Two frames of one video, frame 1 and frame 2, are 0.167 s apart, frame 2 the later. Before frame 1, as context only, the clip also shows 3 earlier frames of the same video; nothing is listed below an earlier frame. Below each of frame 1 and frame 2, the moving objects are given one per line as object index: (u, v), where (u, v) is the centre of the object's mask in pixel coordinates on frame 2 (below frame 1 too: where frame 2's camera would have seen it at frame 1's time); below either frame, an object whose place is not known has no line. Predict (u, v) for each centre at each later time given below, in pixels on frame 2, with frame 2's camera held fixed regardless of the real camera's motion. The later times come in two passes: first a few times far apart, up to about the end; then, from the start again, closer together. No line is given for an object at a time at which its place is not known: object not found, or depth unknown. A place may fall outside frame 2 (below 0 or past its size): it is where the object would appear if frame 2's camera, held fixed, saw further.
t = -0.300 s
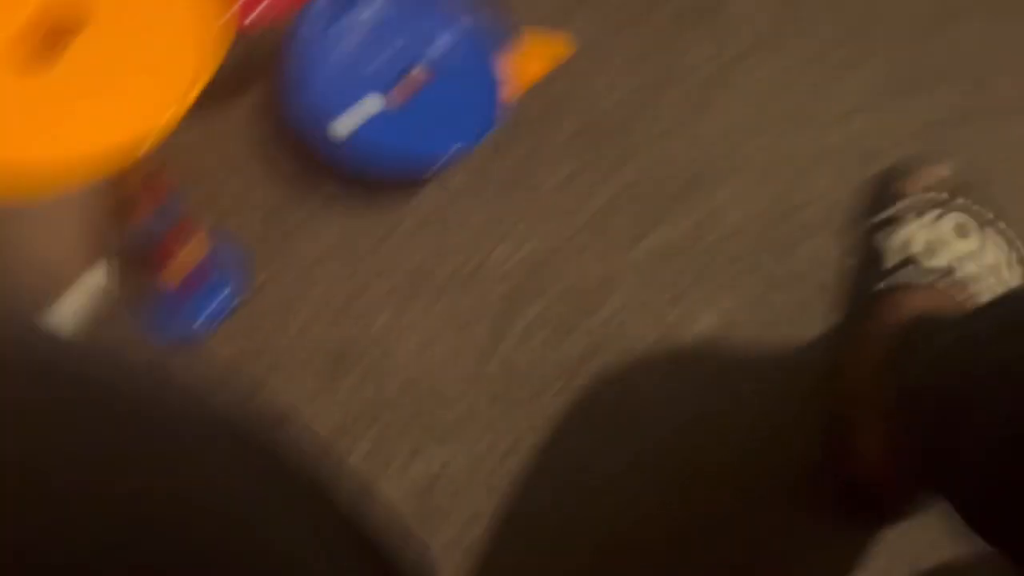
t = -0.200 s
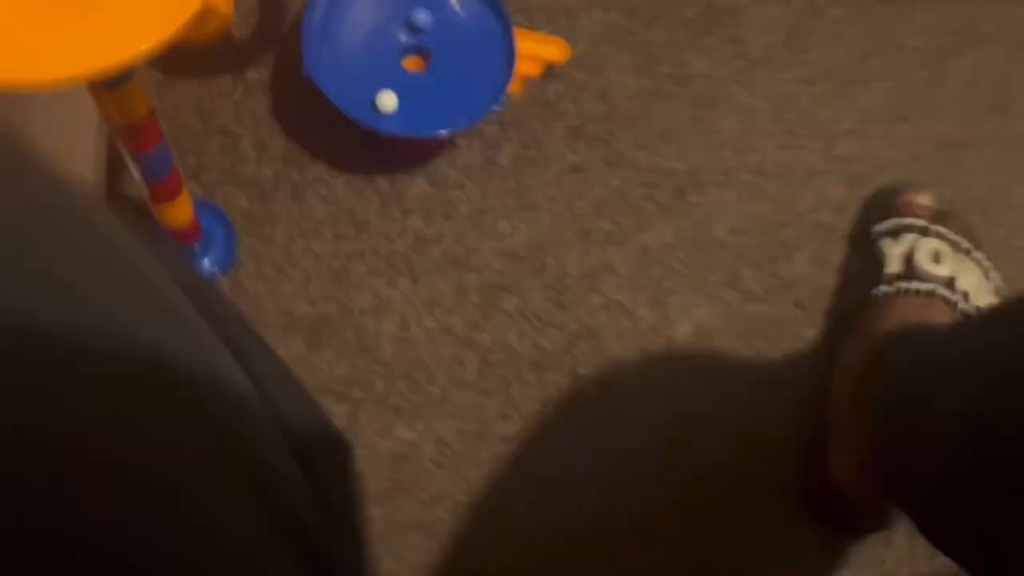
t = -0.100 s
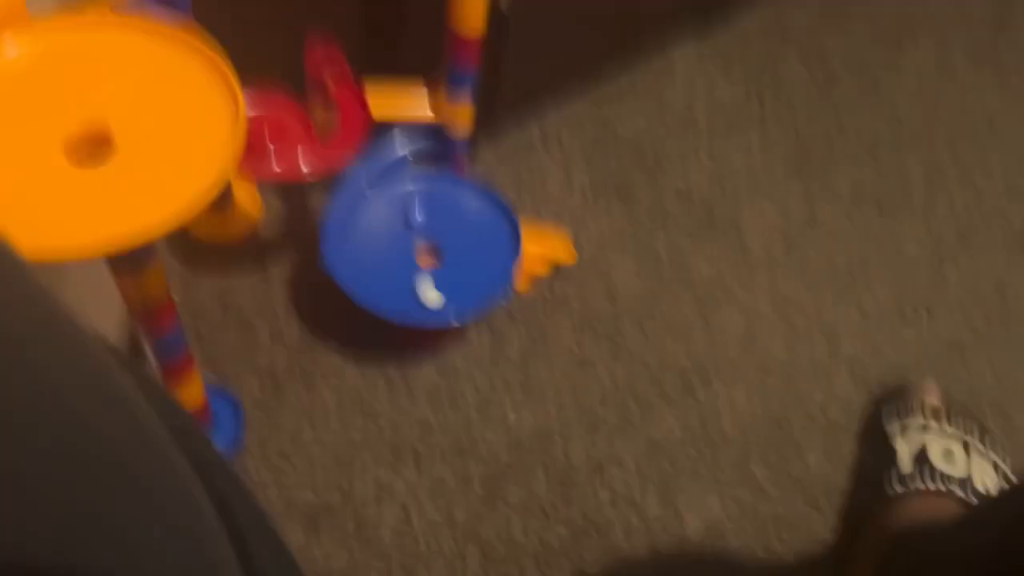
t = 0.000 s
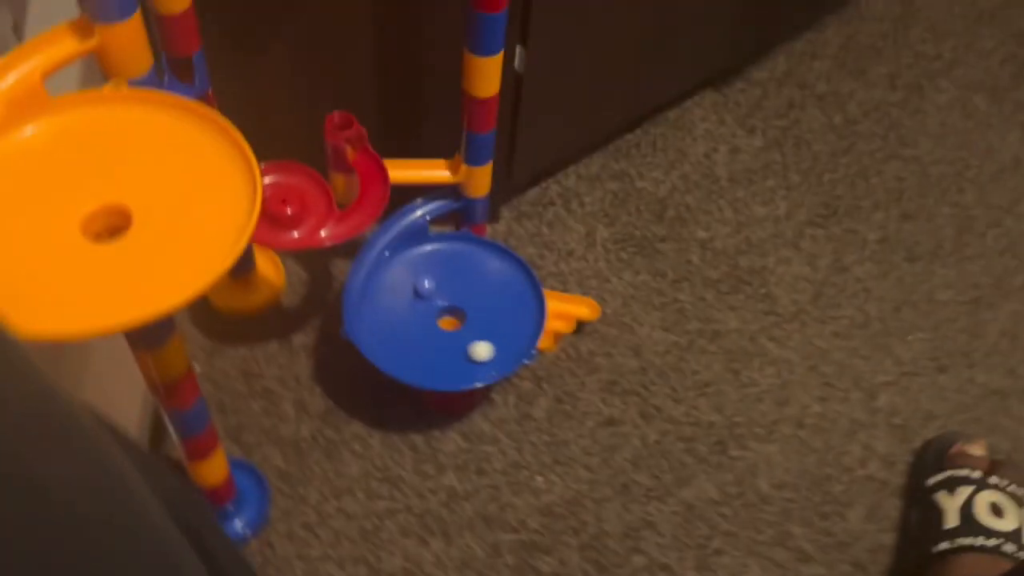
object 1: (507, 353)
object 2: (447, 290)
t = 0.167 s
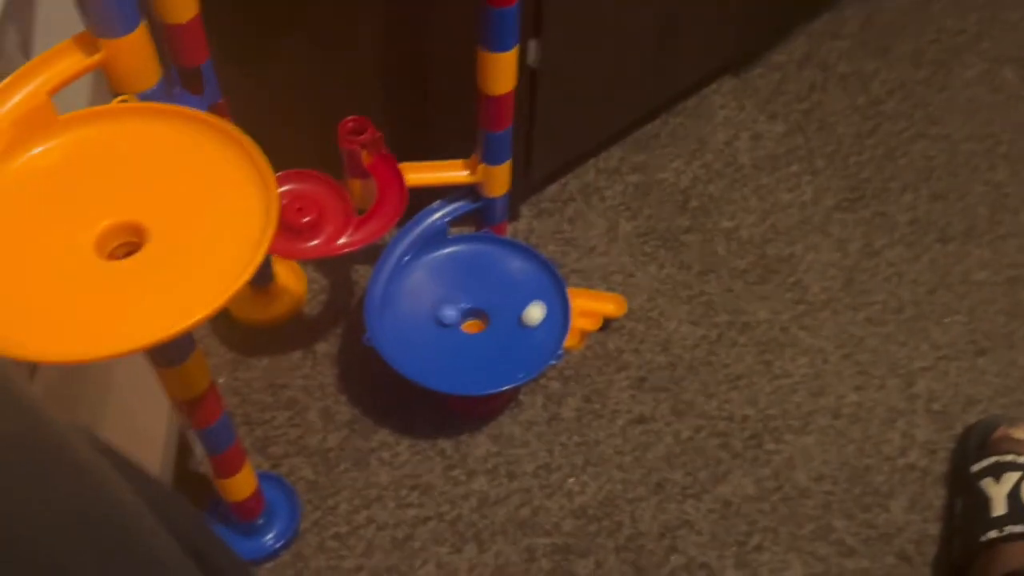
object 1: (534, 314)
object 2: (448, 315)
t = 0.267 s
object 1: (530, 286)
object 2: (465, 328)
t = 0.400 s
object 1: (510, 258)
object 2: (494, 328)
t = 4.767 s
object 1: (504, 296)
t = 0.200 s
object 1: (534, 304)
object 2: (453, 320)
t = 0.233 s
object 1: (533, 295)
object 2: (458, 325)
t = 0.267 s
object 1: (530, 286)
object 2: (465, 328)
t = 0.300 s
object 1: (527, 279)
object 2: (473, 329)
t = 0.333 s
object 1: (522, 270)
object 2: (481, 330)
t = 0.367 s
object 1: (516, 264)
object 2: (488, 330)
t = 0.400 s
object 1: (510, 258)
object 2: (494, 328)
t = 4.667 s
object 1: (503, 315)
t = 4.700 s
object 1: (505, 309)
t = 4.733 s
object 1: (505, 302)
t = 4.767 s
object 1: (504, 296)
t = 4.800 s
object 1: (502, 290)
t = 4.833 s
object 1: (498, 285)
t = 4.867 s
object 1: (494, 281)
